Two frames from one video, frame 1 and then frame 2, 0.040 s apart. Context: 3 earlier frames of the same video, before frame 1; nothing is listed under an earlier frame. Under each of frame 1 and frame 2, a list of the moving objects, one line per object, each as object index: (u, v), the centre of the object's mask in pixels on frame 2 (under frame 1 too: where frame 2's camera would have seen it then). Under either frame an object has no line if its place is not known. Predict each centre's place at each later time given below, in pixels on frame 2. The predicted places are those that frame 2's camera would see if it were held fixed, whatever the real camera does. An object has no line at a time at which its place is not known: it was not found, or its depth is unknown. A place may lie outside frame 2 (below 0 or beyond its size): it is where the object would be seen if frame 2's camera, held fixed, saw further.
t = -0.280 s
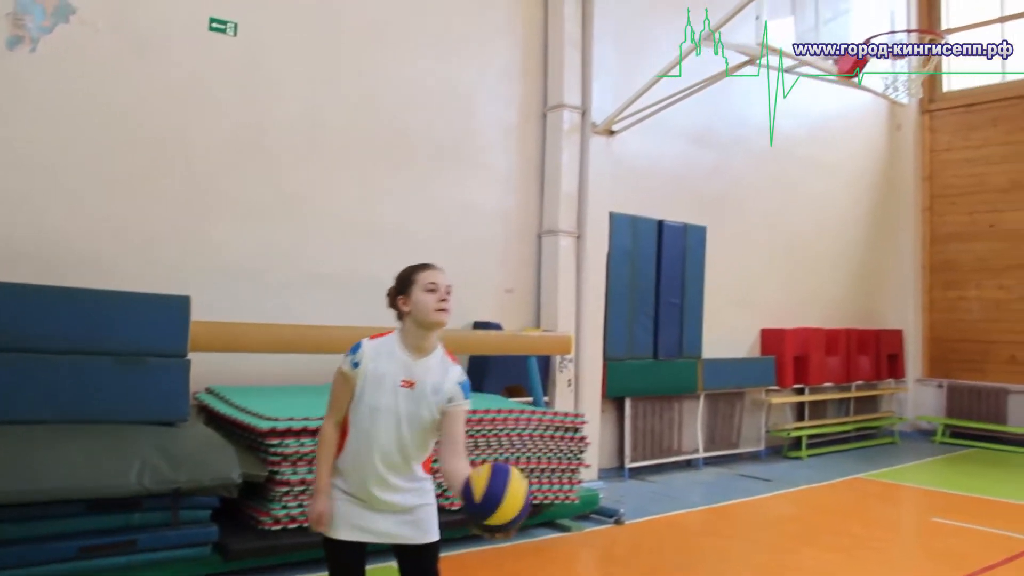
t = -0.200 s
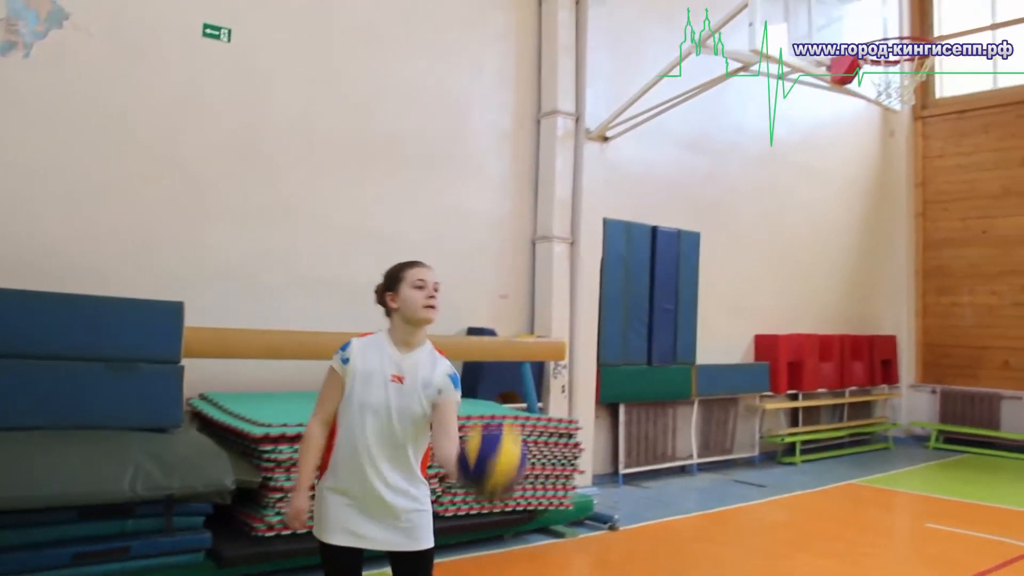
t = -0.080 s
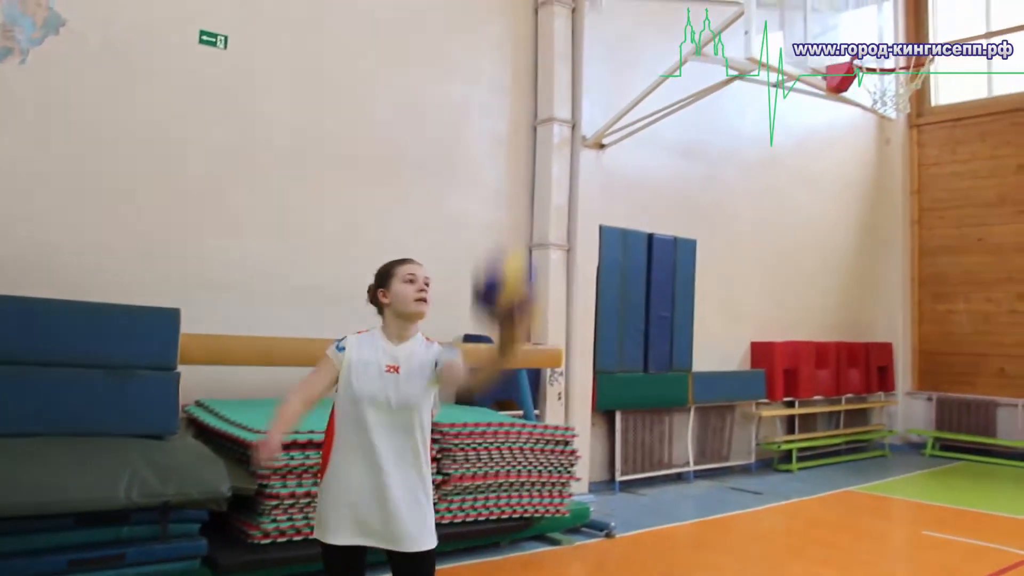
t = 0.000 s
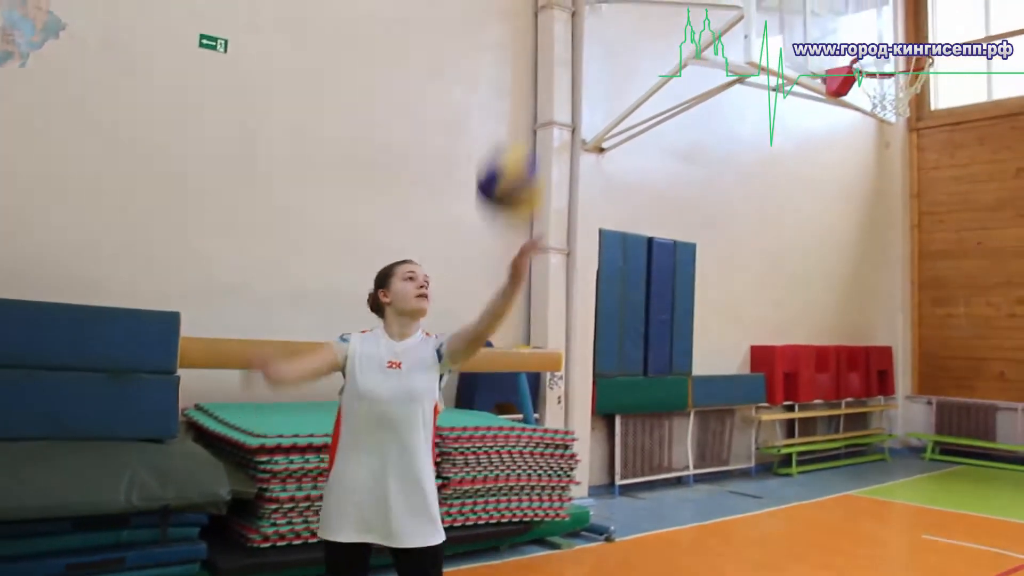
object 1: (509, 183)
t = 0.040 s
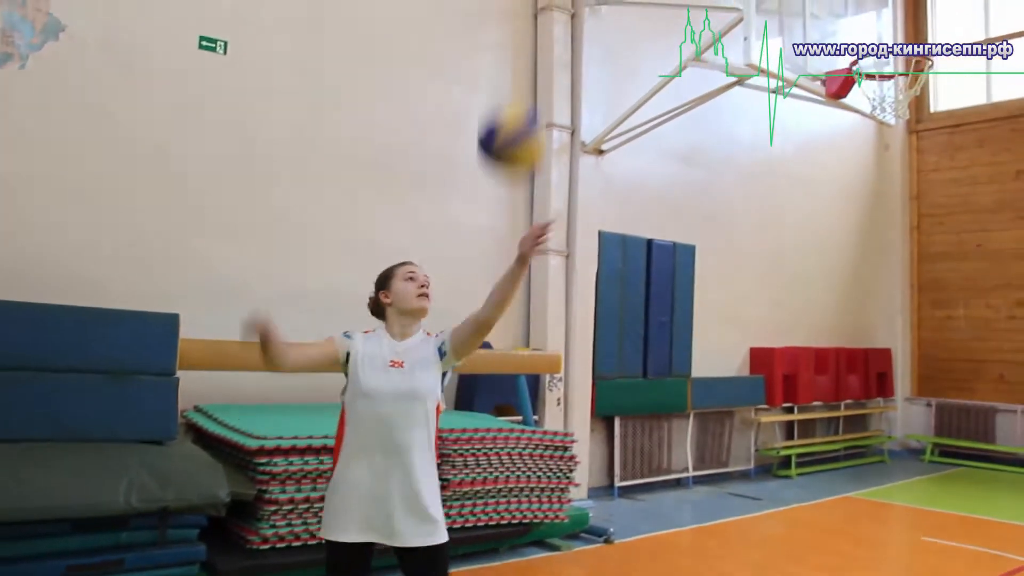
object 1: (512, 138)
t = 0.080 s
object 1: (513, 99)
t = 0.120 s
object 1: (514, 65)
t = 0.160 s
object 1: (515, 37)
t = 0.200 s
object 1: (517, 17)
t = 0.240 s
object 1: (517, 7)
